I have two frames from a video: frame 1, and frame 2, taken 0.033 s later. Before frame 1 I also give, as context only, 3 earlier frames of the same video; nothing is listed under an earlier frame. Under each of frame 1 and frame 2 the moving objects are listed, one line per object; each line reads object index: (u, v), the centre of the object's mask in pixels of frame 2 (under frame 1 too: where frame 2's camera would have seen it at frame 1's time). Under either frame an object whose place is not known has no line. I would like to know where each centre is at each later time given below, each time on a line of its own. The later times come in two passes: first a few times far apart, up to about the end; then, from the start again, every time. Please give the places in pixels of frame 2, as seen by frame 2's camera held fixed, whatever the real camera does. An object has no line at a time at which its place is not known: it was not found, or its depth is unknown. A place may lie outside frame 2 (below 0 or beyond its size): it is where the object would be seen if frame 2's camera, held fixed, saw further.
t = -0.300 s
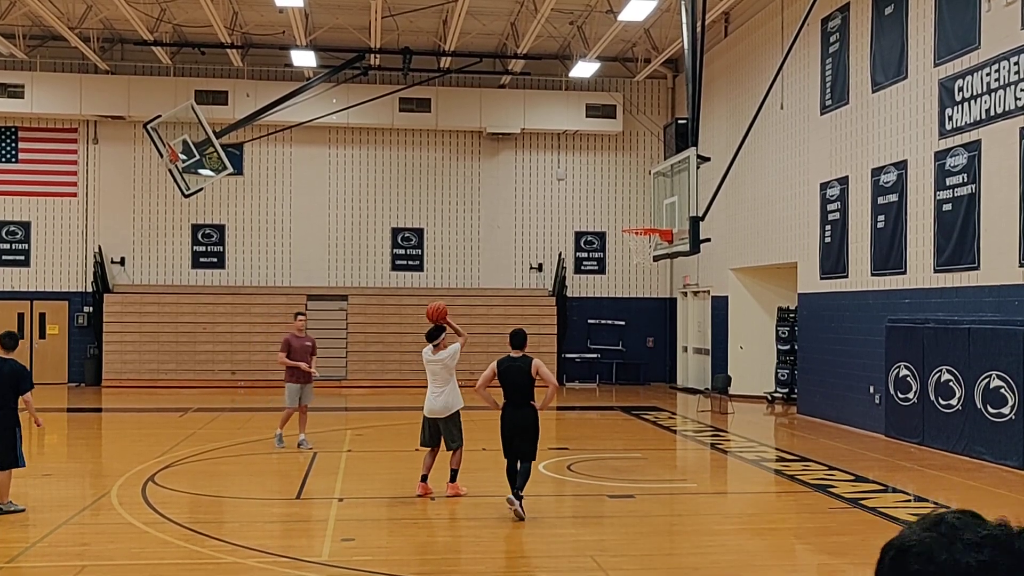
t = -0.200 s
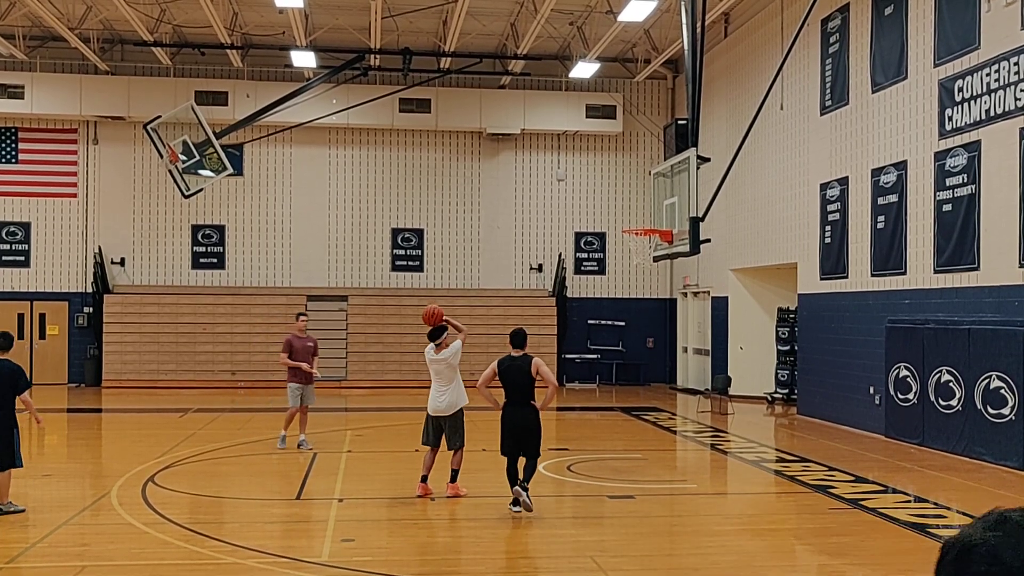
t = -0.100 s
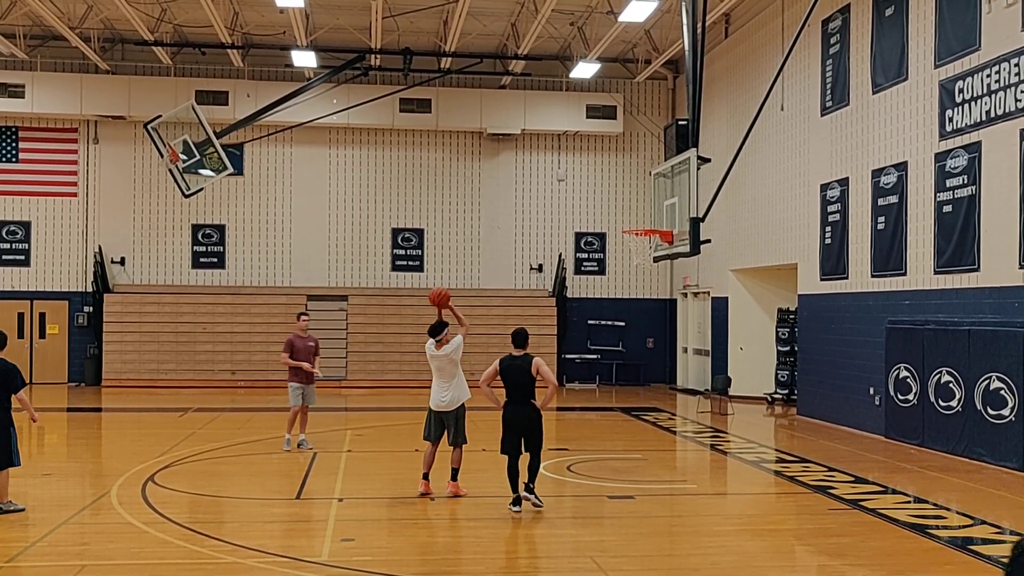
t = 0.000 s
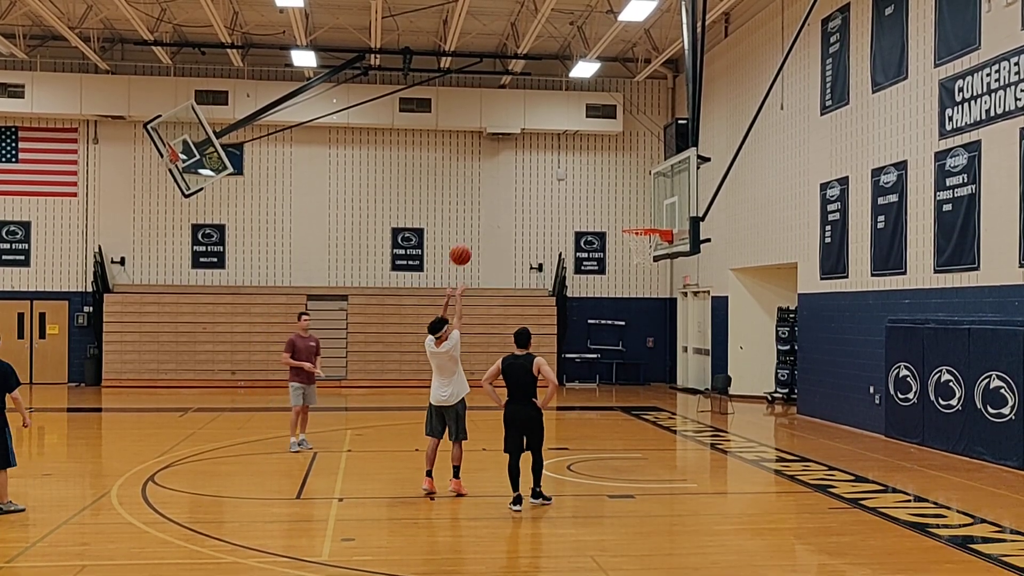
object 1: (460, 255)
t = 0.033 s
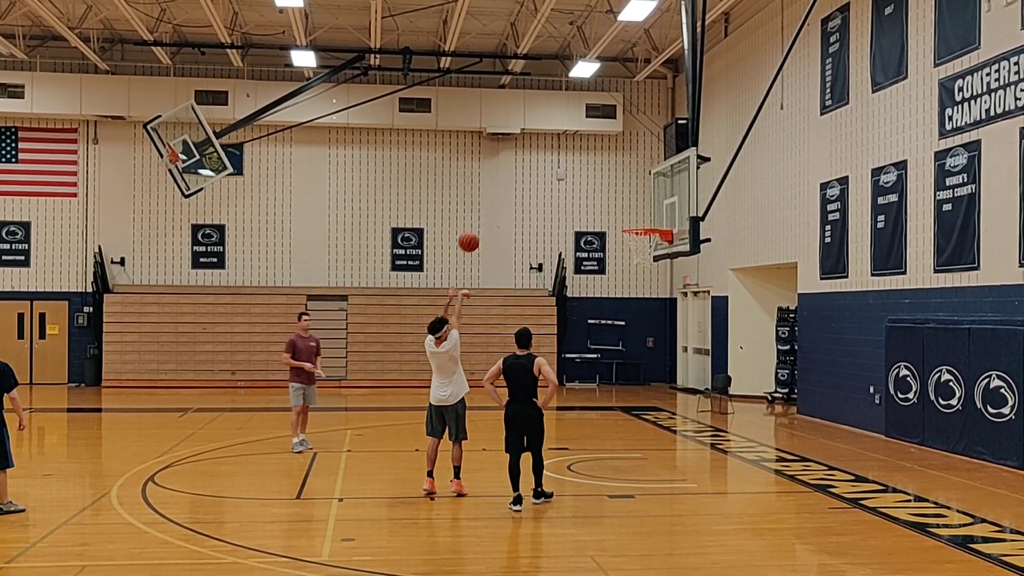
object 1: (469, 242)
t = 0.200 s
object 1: (508, 192)
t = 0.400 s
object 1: (552, 166)
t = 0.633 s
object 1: (599, 178)
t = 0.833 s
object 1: (636, 221)
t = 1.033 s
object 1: (637, 223)
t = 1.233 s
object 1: (638, 222)
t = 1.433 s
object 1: (647, 237)
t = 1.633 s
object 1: (648, 257)
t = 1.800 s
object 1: (639, 281)
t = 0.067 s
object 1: (477, 230)
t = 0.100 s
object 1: (485, 219)
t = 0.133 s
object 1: (493, 209)
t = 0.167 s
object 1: (500, 200)
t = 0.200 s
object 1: (508, 192)
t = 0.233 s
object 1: (515, 185)
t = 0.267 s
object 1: (523, 180)
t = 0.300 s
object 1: (530, 175)
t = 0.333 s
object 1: (538, 171)
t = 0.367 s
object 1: (545, 169)
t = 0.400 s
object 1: (552, 166)
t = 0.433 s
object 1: (559, 165)
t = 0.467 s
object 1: (566, 165)
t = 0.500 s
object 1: (573, 166)
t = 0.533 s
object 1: (579, 168)
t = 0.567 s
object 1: (586, 170)
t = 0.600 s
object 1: (593, 174)
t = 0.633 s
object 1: (599, 178)
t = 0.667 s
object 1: (606, 183)
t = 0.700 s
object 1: (612, 189)
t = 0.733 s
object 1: (618, 196)
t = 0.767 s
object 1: (624, 204)
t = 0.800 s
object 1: (630, 212)
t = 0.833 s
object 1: (636, 221)
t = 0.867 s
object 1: (640, 221)
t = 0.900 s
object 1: (644, 222)
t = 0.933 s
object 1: (647, 223)
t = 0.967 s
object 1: (648, 224)
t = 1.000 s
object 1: (642, 223)
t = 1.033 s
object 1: (637, 223)
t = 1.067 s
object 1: (631, 223)
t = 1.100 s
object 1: (632, 223)
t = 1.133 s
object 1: (634, 222)
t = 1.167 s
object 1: (635, 221)
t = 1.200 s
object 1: (637, 221)
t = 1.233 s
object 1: (638, 222)
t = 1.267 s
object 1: (640, 222)
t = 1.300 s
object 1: (641, 222)
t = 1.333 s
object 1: (643, 223)
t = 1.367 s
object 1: (645, 224)
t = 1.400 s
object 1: (646, 225)
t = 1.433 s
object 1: (647, 237)
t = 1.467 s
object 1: (648, 239)
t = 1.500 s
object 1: (650, 243)
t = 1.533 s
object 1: (650, 248)
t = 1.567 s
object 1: (650, 251)
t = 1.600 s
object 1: (649, 255)
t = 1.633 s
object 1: (648, 257)
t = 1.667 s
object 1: (647, 260)
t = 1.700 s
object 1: (645, 264)
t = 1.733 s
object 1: (643, 269)
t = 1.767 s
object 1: (641, 275)
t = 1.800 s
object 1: (639, 281)
